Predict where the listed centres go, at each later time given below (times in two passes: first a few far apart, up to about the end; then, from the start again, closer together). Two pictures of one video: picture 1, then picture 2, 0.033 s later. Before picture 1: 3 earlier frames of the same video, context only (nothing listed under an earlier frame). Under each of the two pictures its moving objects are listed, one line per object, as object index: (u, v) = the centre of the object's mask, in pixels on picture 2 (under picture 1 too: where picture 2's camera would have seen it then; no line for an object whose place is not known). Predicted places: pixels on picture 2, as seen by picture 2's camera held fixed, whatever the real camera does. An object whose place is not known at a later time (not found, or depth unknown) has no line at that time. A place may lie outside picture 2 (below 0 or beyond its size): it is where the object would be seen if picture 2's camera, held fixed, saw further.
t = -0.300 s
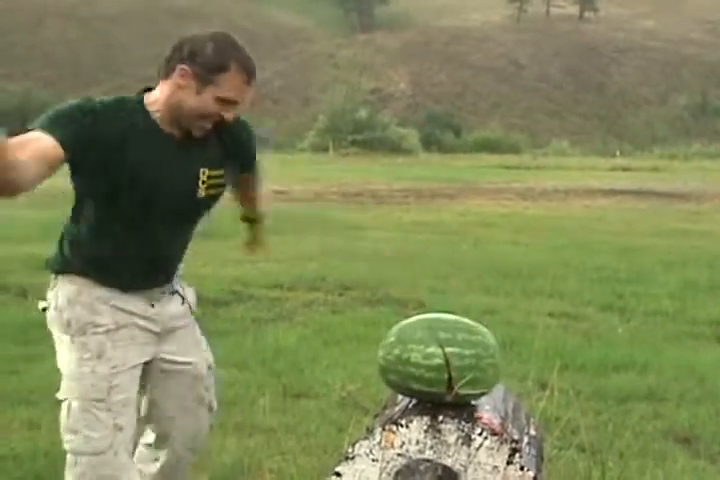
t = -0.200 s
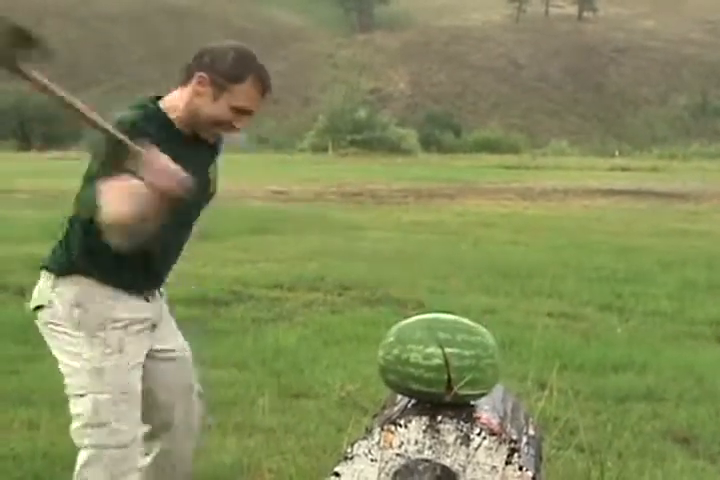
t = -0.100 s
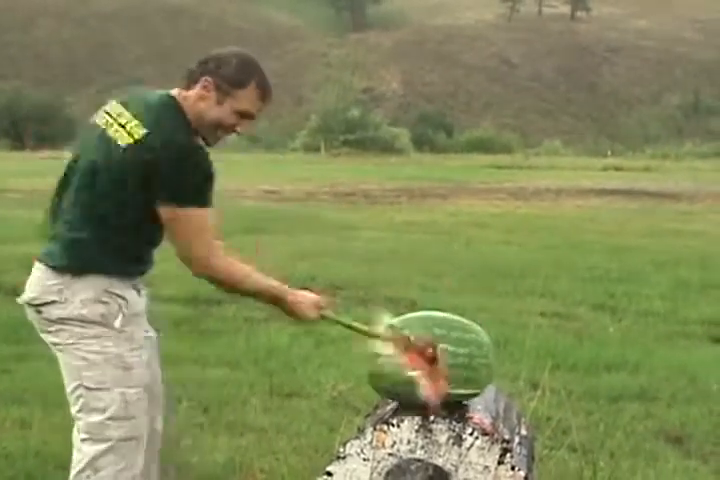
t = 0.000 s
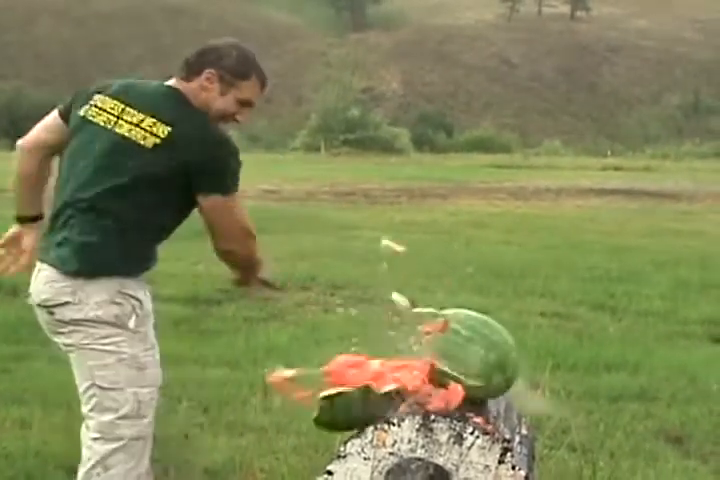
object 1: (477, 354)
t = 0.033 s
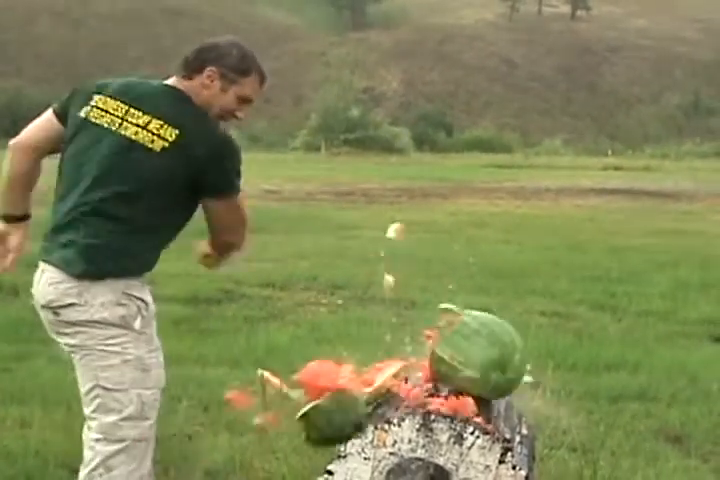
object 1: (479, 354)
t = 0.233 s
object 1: (545, 380)
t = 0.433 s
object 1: (622, 461)
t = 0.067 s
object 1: (483, 353)
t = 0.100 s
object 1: (494, 354)
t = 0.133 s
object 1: (503, 357)
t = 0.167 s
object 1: (517, 362)
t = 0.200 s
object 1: (531, 370)
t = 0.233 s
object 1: (545, 380)
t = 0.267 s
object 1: (558, 393)
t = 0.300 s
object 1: (567, 405)
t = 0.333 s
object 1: (579, 420)
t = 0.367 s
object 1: (595, 435)
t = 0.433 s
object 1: (622, 461)
